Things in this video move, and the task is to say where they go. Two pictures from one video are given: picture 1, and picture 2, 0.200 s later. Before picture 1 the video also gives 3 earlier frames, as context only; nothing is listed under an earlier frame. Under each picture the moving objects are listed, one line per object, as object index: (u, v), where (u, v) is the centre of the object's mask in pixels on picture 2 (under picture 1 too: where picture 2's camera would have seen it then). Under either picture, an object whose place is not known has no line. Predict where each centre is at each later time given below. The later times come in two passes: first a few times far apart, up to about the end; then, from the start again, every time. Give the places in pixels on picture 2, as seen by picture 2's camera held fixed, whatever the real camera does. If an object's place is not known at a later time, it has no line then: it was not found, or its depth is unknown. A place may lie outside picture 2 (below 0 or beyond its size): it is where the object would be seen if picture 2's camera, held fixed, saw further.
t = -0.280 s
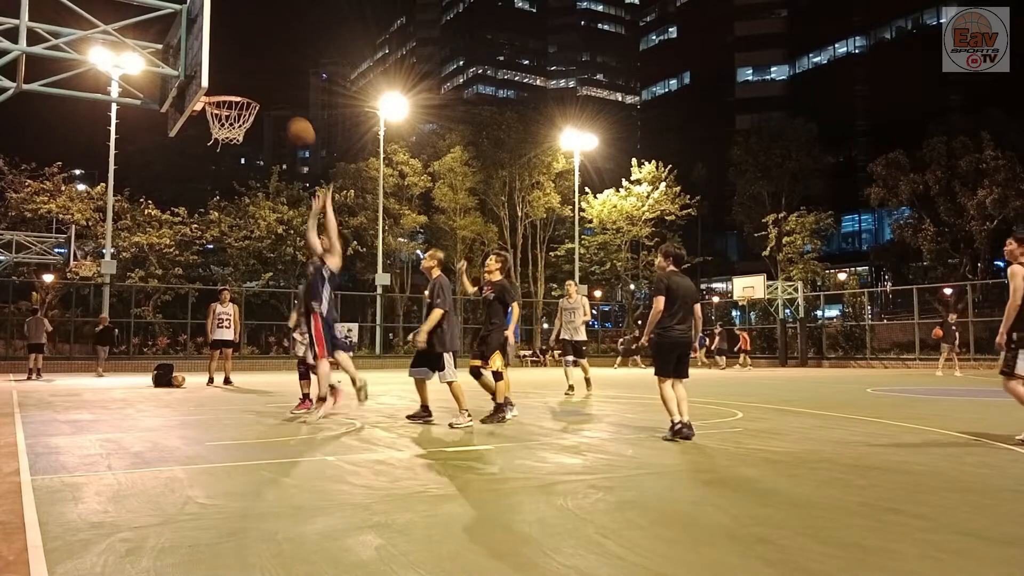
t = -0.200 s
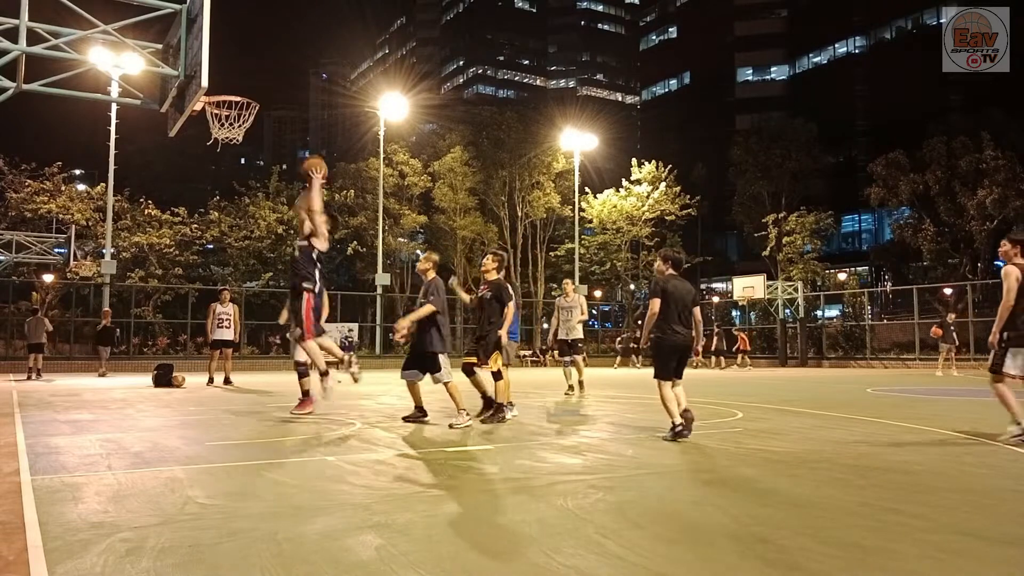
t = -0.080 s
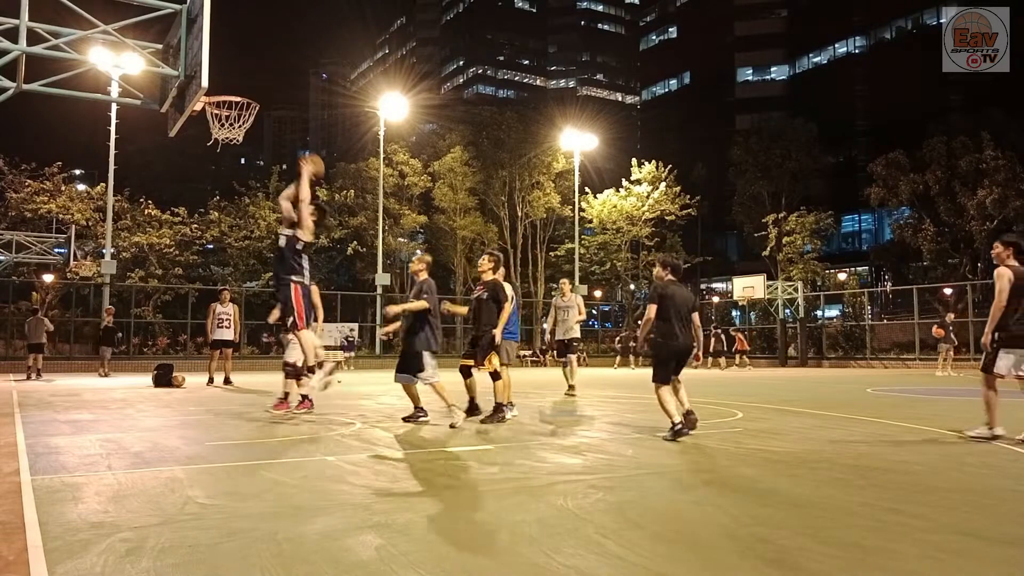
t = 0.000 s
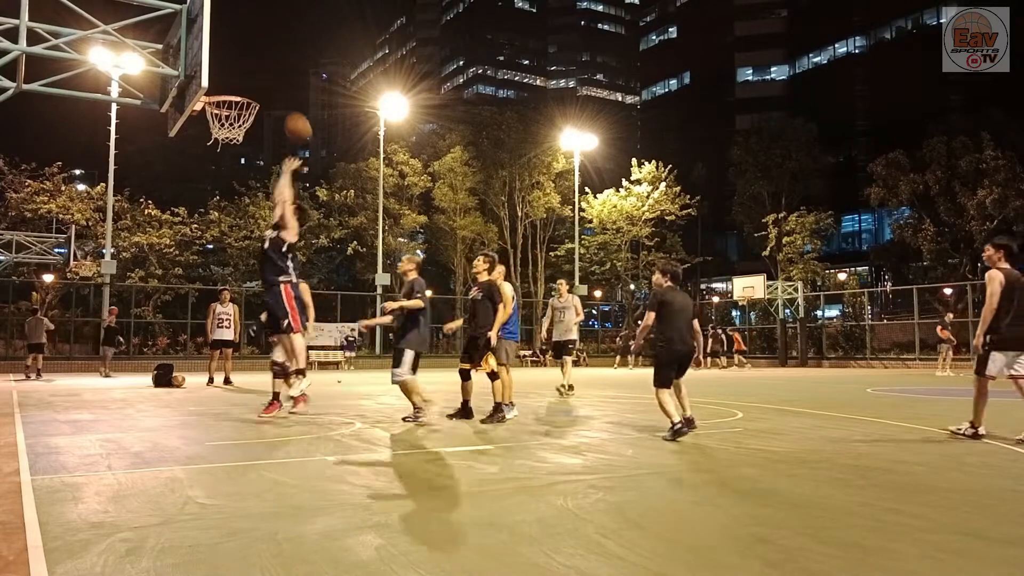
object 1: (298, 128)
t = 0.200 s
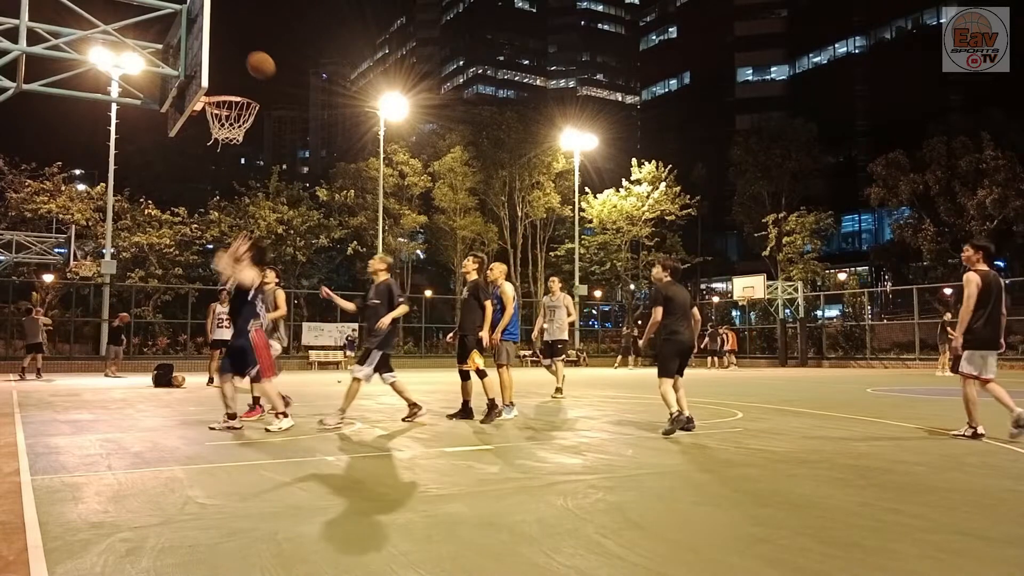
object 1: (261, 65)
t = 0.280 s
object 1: (250, 57)
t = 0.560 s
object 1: (216, 70)
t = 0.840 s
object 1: (241, 57)
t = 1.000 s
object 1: (253, 67)
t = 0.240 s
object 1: (255, 61)
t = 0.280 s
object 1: (250, 57)
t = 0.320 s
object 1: (244, 54)
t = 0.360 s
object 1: (239, 53)
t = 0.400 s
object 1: (227, 53)
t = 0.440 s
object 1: (222, 55)
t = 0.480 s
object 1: (219, 58)
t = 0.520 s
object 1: (216, 63)
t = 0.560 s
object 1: (216, 70)
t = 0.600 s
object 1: (218, 75)
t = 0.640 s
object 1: (222, 76)
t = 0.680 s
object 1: (225, 70)
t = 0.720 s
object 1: (228, 65)
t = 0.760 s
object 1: (232, 61)
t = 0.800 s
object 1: (235, 59)
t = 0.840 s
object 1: (241, 57)
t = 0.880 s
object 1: (244, 58)
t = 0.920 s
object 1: (247, 60)
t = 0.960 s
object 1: (250, 62)
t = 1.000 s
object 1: (253, 67)
